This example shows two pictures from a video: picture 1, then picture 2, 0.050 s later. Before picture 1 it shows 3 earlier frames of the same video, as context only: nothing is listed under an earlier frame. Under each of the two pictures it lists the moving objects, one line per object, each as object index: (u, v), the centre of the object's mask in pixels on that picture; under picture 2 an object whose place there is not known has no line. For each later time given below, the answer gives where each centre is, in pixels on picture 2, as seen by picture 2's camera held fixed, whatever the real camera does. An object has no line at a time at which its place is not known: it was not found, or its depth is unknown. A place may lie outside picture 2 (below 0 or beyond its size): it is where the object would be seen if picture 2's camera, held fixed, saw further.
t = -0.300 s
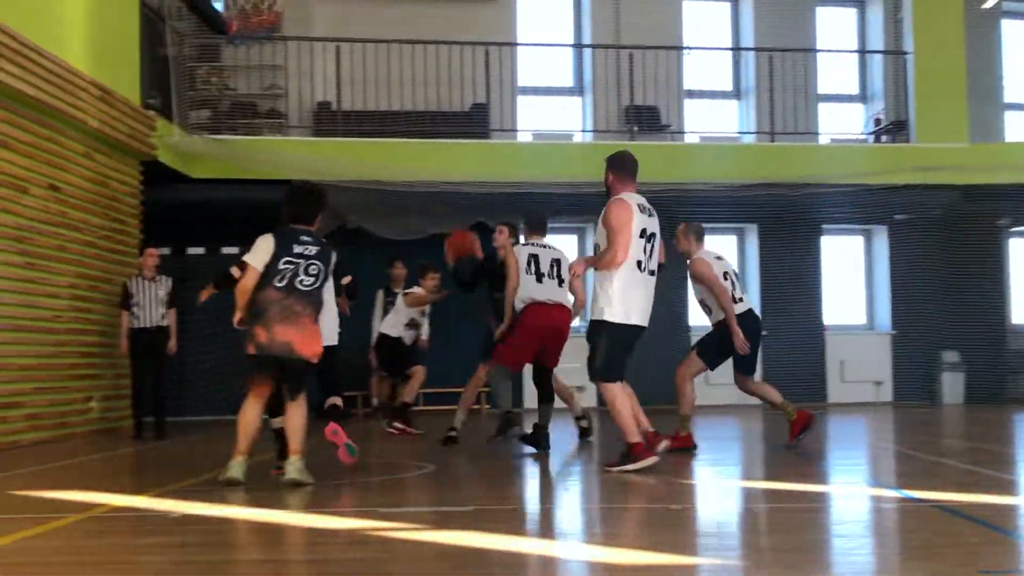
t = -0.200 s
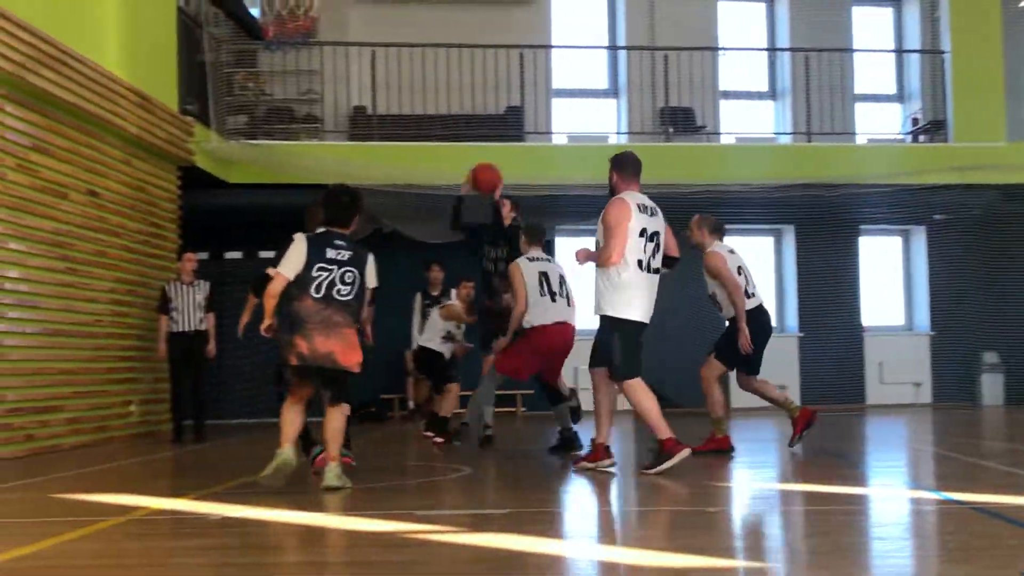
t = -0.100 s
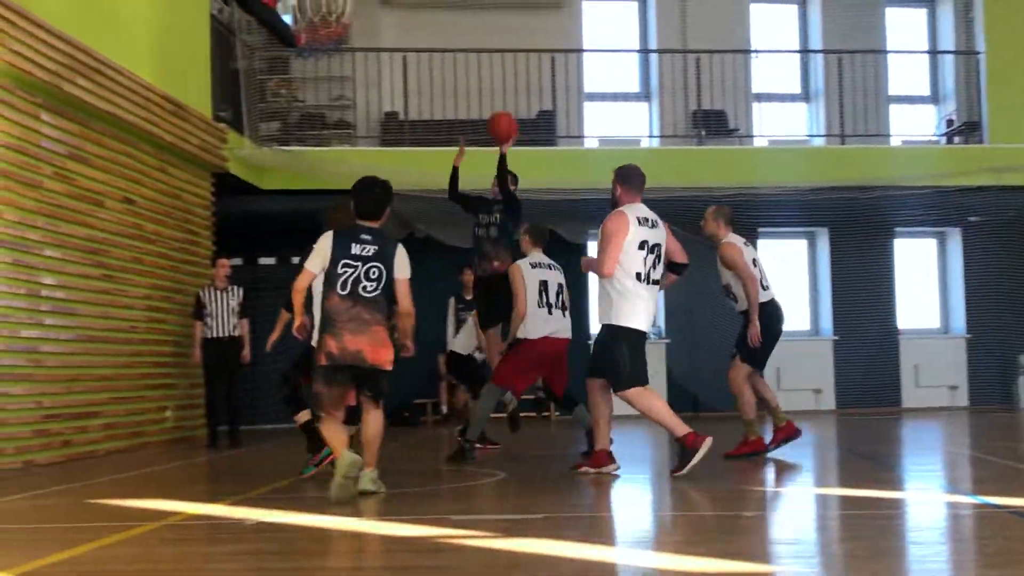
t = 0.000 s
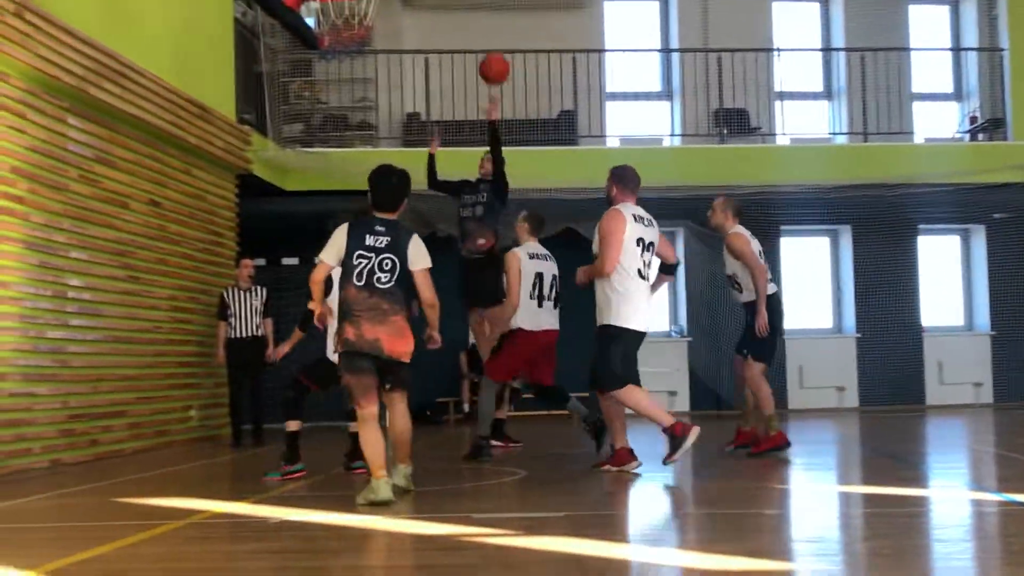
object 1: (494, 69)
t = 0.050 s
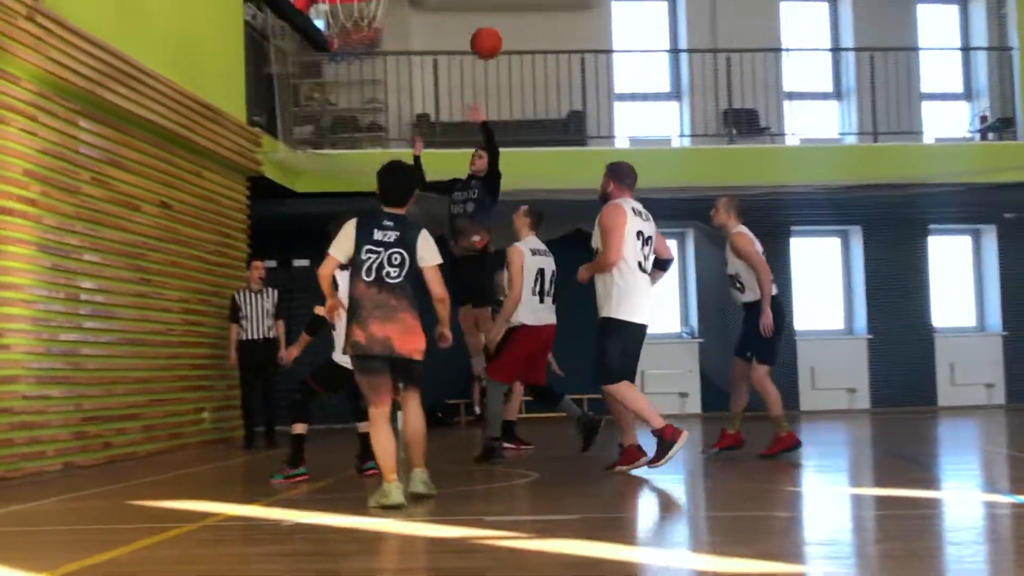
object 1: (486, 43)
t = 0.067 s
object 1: (480, 35)
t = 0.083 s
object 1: (474, 27)
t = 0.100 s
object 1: (469, 19)
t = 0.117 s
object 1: (463, 12)
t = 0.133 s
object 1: (457, 6)
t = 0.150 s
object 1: (452, 1)
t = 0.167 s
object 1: (447, -3)
